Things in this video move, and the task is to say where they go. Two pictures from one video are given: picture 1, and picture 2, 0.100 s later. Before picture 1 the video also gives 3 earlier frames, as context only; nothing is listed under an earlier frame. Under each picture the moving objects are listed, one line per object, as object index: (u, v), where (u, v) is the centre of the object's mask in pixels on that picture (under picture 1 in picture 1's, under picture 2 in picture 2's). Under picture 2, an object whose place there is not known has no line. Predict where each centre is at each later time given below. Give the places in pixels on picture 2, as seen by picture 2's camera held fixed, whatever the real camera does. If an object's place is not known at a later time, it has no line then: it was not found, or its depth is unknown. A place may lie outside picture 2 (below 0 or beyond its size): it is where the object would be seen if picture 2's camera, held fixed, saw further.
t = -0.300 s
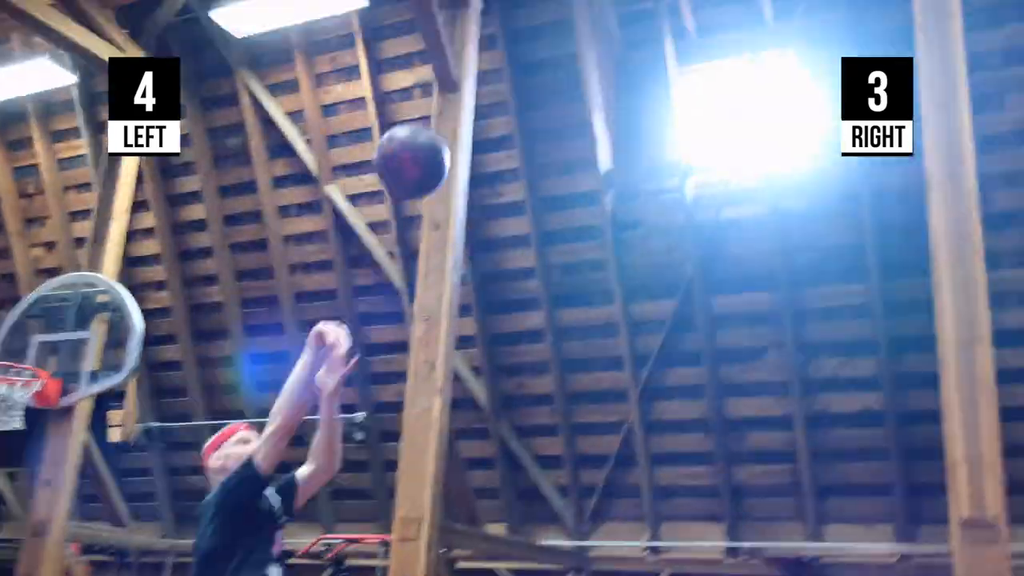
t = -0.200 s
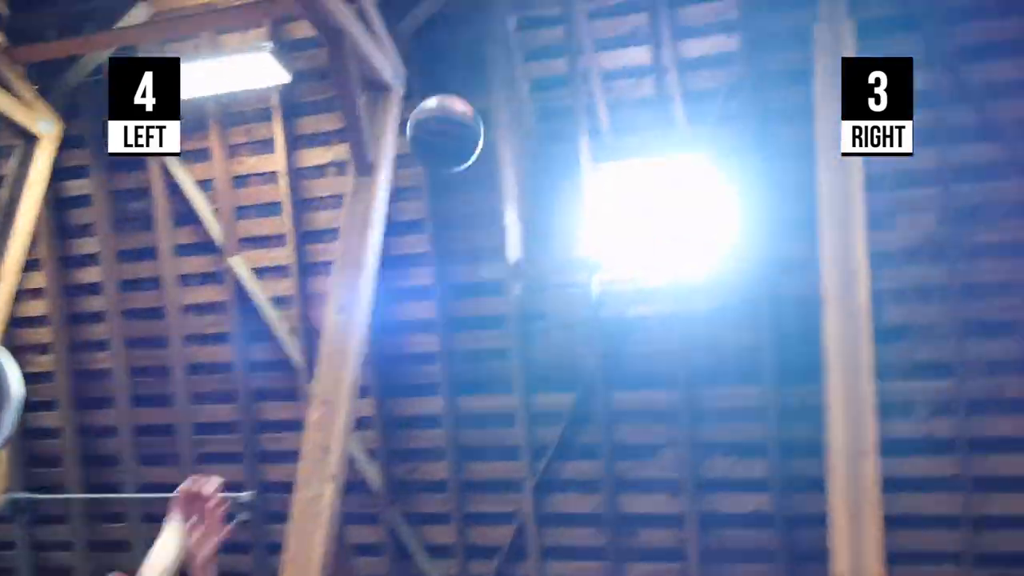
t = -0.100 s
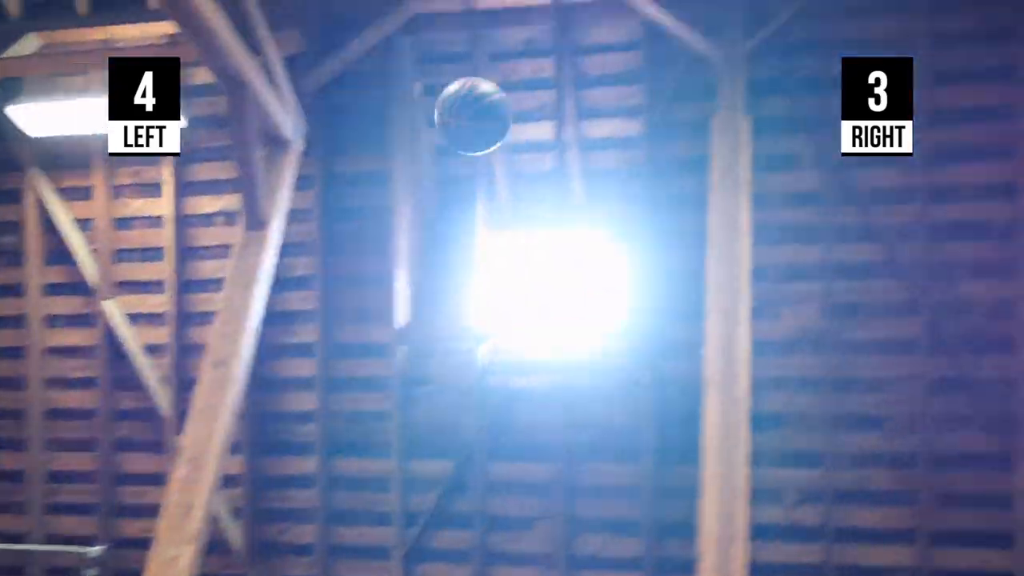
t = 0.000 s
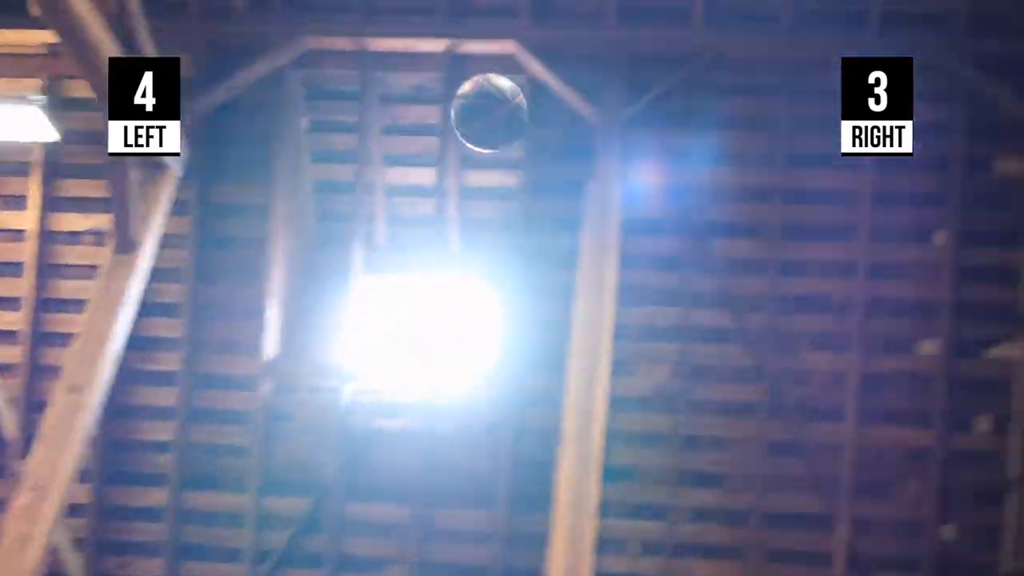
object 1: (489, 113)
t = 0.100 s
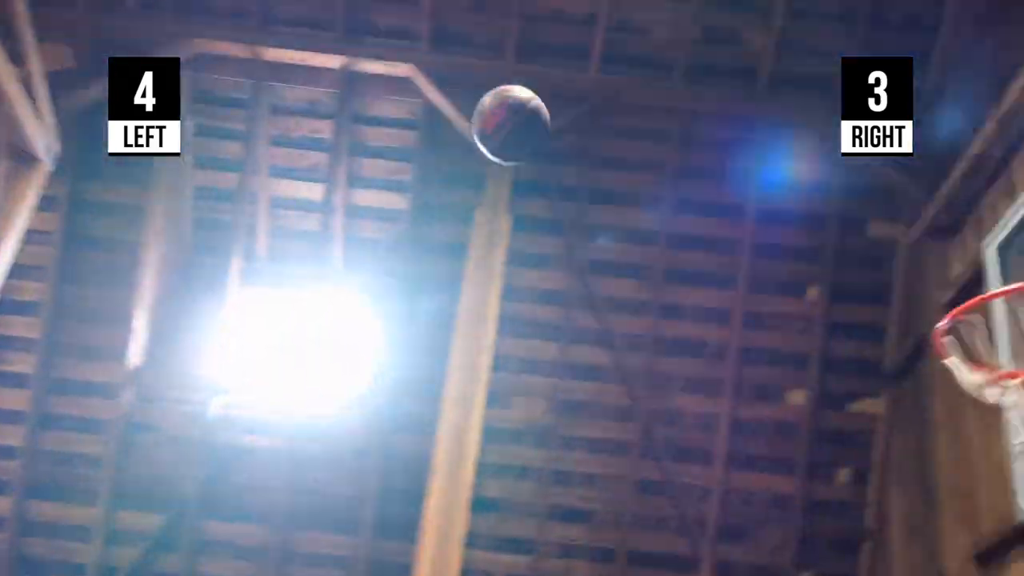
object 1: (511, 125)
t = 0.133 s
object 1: (553, 128)
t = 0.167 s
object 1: (592, 132)
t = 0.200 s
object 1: (636, 140)
